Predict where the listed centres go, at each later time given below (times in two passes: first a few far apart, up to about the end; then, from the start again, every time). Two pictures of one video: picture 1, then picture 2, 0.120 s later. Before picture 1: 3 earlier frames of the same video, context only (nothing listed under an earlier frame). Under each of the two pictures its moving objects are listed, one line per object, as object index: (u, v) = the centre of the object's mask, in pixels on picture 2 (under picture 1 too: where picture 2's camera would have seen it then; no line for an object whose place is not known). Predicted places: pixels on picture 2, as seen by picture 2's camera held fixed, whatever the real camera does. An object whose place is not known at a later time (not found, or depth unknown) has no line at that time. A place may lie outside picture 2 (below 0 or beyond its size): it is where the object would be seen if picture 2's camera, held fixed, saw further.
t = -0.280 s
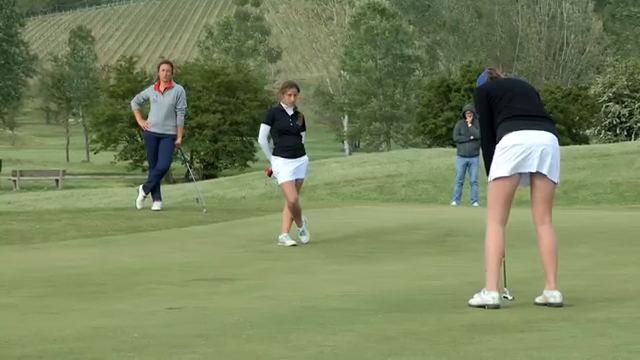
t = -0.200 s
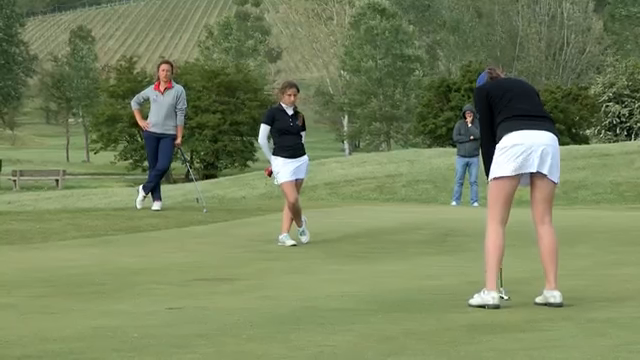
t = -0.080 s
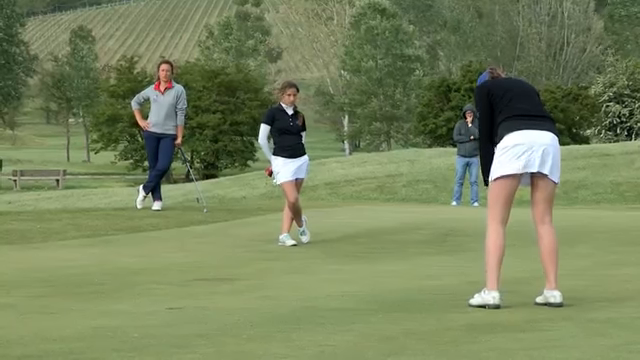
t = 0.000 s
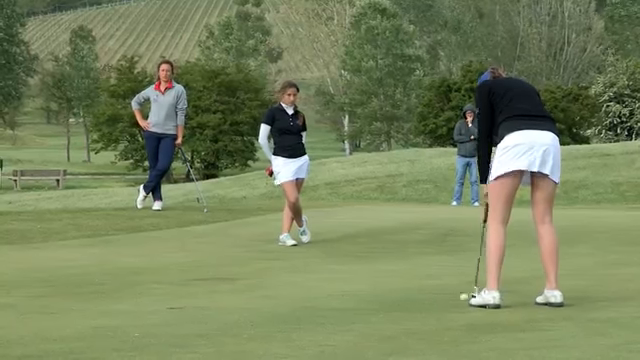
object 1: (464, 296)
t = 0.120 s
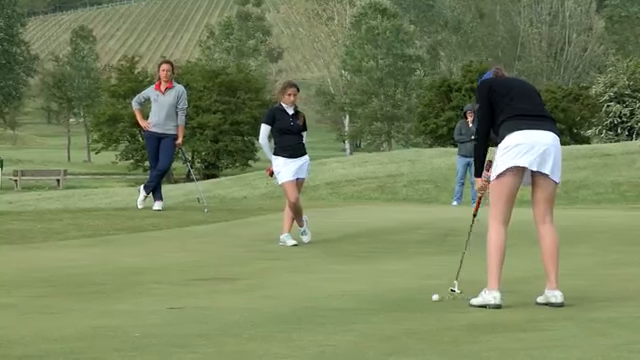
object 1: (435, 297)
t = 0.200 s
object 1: (418, 298)
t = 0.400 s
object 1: (377, 298)
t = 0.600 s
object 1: (338, 300)
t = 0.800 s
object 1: (301, 301)
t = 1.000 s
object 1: (267, 302)
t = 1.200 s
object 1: (236, 303)
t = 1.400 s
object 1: (207, 304)
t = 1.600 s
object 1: (180, 305)
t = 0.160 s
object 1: (426, 297)
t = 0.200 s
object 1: (418, 298)
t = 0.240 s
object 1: (409, 298)
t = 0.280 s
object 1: (401, 298)
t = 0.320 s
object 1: (393, 298)
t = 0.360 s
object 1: (385, 298)
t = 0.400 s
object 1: (377, 298)
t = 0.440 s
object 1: (369, 299)
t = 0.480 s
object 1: (361, 299)
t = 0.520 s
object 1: (353, 299)
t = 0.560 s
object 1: (345, 299)
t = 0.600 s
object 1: (338, 300)
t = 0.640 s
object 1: (330, 299)
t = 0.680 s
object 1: (323, 300)
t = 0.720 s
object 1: (315, 300)
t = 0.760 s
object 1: (308, 300)
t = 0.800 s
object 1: (301, 301)
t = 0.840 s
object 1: (294, 301)
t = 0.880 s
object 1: (287, 302)
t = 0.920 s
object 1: (280, 302)
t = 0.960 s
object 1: (274, 302)
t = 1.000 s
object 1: (267, 302)
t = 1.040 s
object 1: (261, 302)
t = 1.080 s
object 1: (255, 303)
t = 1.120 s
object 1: (248, 303)
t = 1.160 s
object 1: (242, 303)
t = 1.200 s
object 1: (236, 303)
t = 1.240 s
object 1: (230, 304)
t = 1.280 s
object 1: (225, 304)
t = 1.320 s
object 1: (218, 304)
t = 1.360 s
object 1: (212, 304)
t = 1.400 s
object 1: (207, 304)
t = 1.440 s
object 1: (201, 304)
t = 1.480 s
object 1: (196, 304)
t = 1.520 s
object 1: (190, 304)
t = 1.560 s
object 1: (185, 305)
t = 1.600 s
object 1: (180, 305)
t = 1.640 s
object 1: (175, 308)
